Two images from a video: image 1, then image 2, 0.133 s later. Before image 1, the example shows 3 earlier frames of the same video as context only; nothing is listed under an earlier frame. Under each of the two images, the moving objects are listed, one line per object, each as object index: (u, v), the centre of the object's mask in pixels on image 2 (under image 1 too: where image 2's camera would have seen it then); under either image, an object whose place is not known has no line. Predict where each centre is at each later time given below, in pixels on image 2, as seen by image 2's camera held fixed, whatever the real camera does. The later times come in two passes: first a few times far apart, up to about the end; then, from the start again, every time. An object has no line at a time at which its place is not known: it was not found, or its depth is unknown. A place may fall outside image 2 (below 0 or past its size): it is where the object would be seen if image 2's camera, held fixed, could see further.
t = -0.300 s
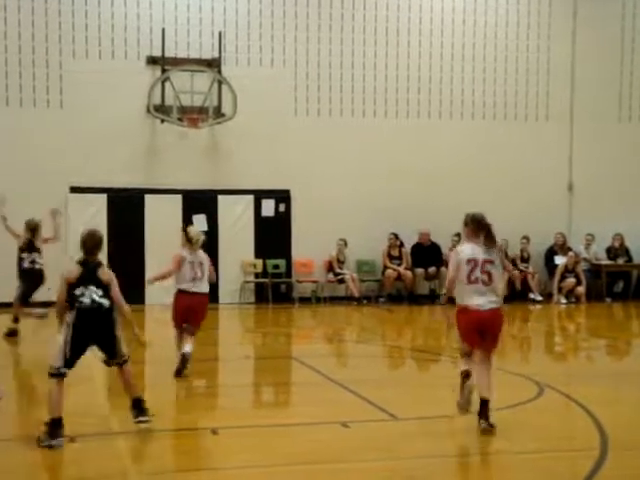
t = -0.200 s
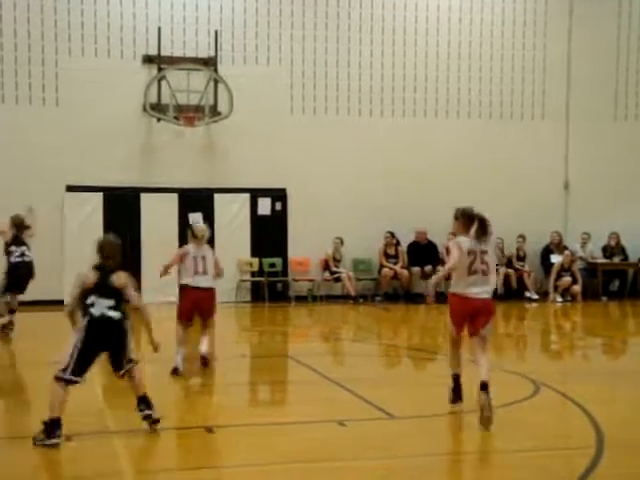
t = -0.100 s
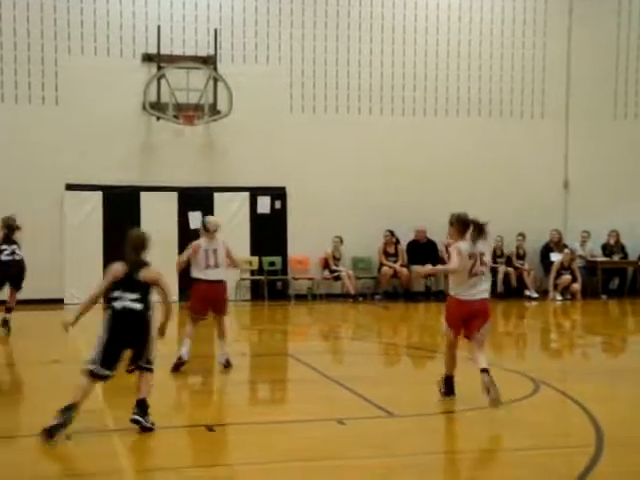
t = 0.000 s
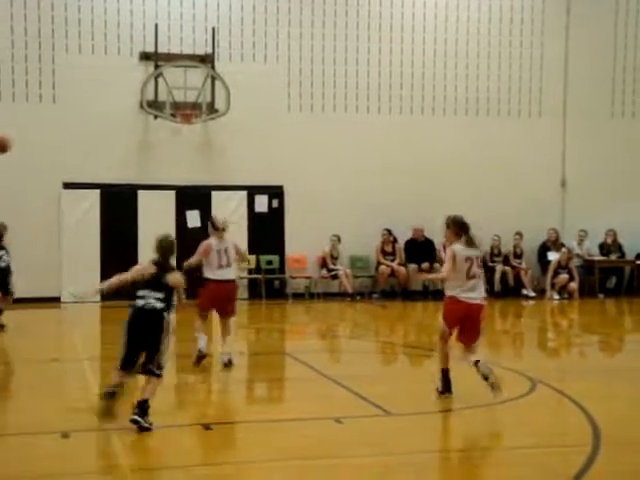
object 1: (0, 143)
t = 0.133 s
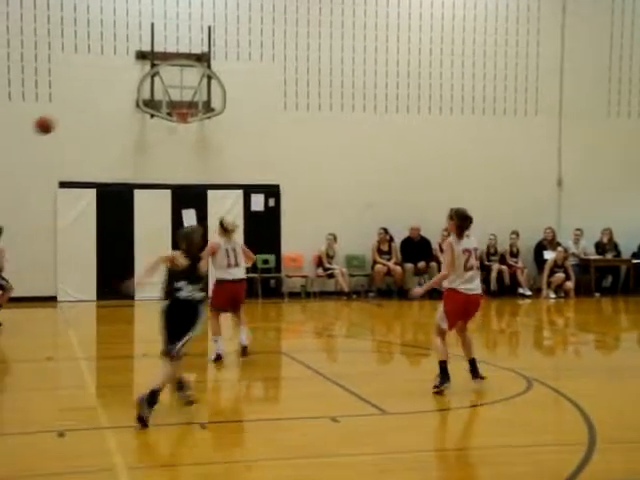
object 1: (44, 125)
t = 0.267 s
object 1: (92, 120)
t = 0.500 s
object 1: (181, 146)
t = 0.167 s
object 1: (56, 122)
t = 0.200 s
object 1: (68, 121)
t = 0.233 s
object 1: (80, 120)
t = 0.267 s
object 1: (92, 120)
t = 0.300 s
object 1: (105, 121)
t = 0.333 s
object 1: (117, 123)
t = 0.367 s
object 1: (129, 126)
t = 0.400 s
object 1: (142, 130)
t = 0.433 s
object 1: (155, 135)
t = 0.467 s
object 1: (168, 140)
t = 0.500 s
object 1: (181, 146)
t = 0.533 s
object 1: (193, 153)
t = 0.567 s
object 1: (207, 162)
